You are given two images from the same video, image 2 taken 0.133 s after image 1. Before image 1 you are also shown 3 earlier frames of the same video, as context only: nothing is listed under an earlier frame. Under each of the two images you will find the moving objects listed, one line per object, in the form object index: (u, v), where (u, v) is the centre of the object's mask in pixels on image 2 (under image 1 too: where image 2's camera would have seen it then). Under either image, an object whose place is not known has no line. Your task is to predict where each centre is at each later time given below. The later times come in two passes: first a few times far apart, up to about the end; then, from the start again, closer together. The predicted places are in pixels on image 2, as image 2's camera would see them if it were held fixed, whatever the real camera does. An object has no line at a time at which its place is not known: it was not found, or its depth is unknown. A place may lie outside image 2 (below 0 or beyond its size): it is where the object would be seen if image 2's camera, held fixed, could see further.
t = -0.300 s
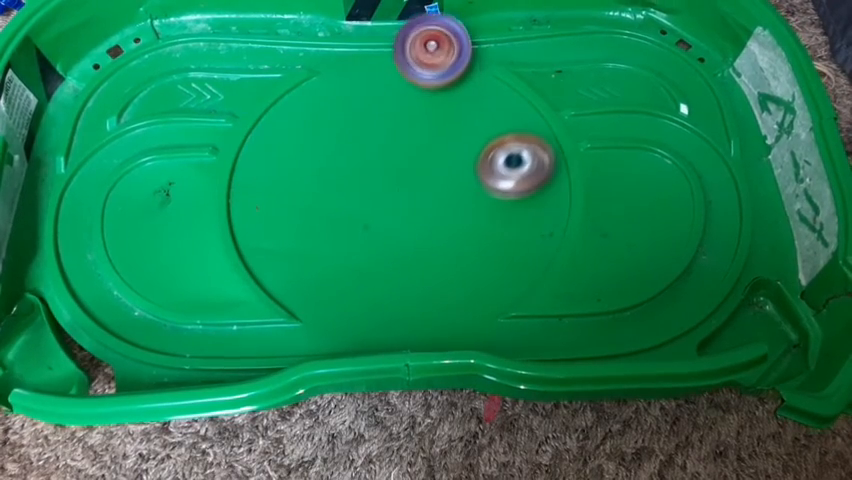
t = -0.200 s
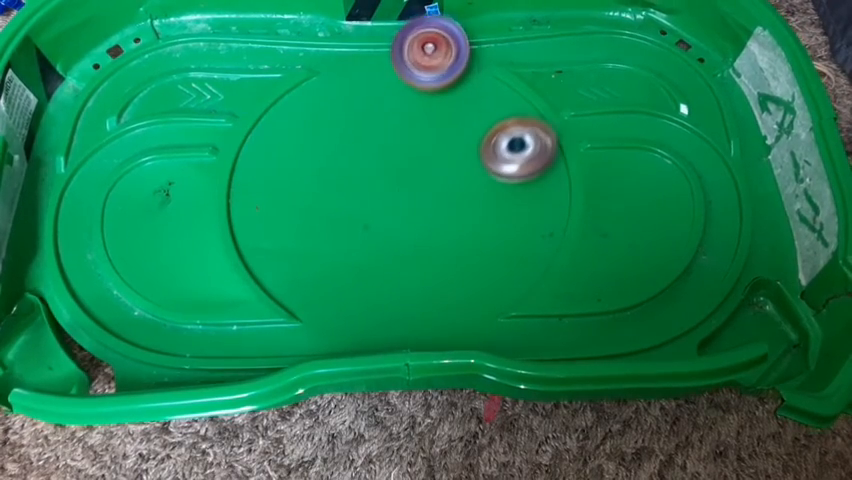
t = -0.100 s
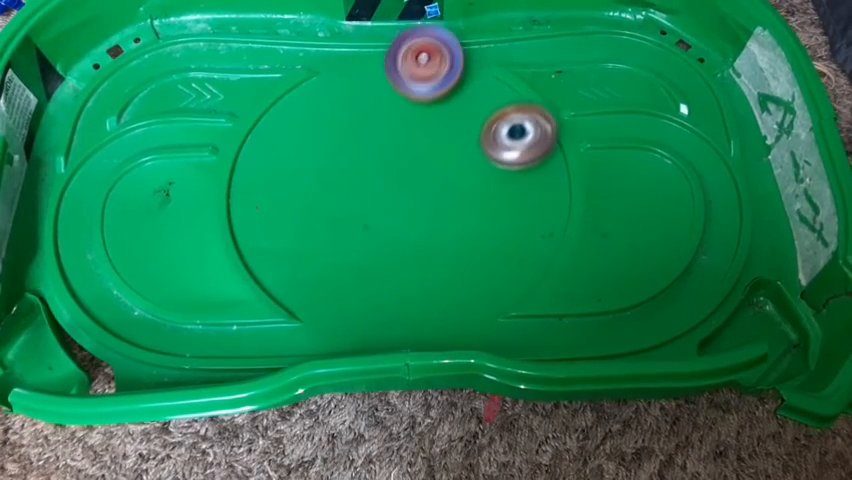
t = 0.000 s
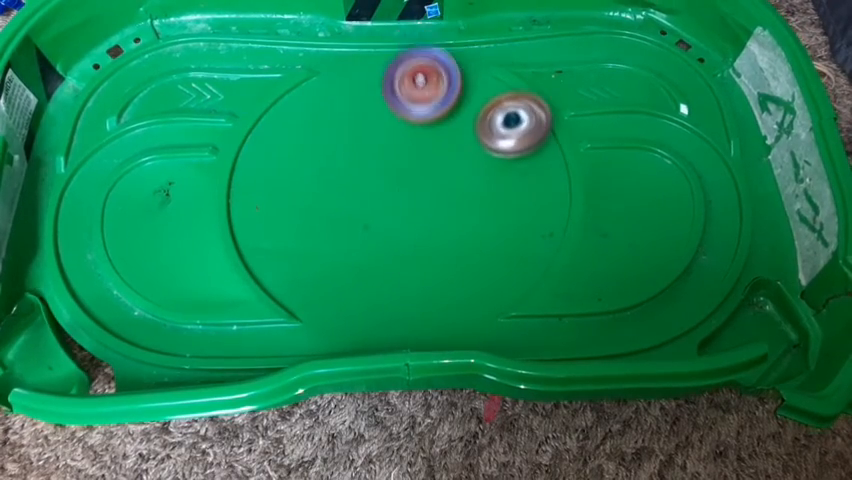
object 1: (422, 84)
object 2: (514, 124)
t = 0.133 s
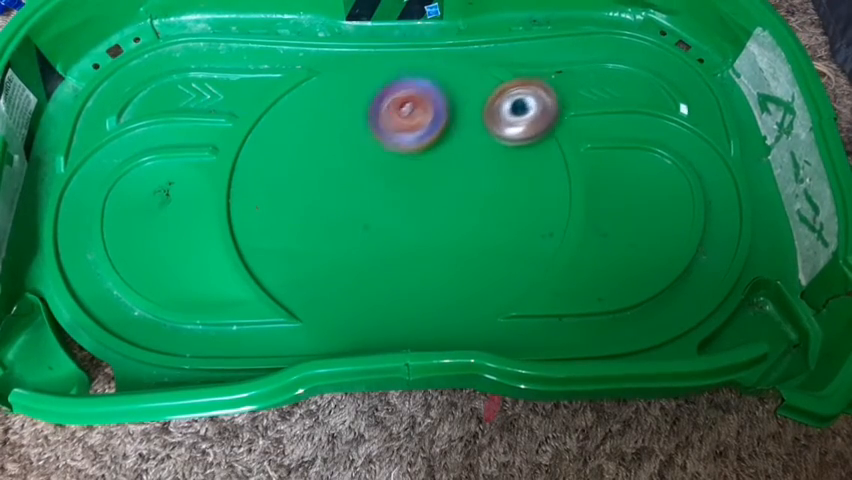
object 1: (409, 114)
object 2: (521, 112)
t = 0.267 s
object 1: (395, 147)
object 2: (527, 107)
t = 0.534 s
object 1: (409, 222)
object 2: (478, 111)
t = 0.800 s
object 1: (464, 251)
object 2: (416, 98)
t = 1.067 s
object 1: (499, 196)
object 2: (373, 93)
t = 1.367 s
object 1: (424, 143)
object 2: (331, 107)
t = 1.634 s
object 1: (401, 183)
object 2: (289, 108)
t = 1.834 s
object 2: (276, 130)
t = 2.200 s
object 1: (442, 208)
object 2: (312, 178)
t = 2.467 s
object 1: (429, 160)
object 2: (360, 221)
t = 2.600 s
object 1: (411, 149)
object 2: (387, 237)
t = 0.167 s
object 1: (402, 123)
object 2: (526, 111)
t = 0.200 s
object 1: (398, 132)
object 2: (528, 109)
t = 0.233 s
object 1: (395, 139)
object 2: (528, 108)
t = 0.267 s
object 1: (395, 147)
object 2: (527, 107)
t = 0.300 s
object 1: (395, 154)
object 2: (524, 107)
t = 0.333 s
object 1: (397, 162)
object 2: (520, 107)
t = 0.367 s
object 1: (400, 171)
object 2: (515, 107)
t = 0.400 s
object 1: (401, 181)
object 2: (509, 108)
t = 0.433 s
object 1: (402, 192)
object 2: (502, 109)
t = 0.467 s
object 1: (404, 202)
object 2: (494, 110)
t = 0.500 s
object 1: (406, 212)
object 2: (486, 111)
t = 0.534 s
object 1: (409, 222)
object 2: (478, 111)
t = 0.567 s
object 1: (413, 230)
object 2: (469, 110)
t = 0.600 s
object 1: (418, 238)
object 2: (461, 109)
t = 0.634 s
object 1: (425, 244)
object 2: (453, 108)
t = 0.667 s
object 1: (432, 248)
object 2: (445, 106)
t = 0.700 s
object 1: (440, 251)
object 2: (437, 104)
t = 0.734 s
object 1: (448, 253)
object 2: (430, 102)
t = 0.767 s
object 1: (456, 252)
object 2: (423, 100)
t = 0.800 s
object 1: (464, 251)
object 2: (416, 98)
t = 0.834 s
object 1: (471, 248)
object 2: (410, 97)
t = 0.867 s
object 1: (479, 244)
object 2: (403, 96)
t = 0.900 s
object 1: (485, 239)
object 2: (397, 95)
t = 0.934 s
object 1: (491, 233)
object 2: (392, 95)
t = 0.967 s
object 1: (495, 225)
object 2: (387, 94)
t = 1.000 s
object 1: (498, 216)
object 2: (382, 93)
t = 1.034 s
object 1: (500, 206)
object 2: (377, 93)
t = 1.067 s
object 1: (499, 196)
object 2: (373, 93)
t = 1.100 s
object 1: (495, 185)
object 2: (369, 93)
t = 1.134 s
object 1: (490, 176)
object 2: (365, 94)
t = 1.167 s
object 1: (482, 167)
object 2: (362, 95)
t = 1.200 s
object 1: (472, 159)
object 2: (358, 97)
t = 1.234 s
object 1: (461, 152)
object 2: (355, 100)
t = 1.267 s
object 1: (449, 146)
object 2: (353, 103)
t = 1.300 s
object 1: (437, 142)
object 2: (349, 106)
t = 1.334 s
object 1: (425, 140)
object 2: (346, 109)
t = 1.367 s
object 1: (424, 143)
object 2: (331, 107)
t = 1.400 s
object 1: (424, 147)
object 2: (315, 103)
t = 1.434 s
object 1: (421, 150)
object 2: (301, 99)
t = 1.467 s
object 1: (418, 154)
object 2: (291, 94)
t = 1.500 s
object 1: (415, 159)
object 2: (285, 92)
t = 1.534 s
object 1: (411, 165)
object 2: (287, 95)
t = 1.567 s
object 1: (408, 171)
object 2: (289, 99)
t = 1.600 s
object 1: (405, 177)
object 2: (290, 104)
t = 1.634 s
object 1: (401, 183)
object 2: (289, 108)
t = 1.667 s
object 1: (397, 188)
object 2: (287, 112)
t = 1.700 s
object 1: (395, 193)
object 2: (284, 116)
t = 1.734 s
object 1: (392, 197)
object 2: (282, 119)
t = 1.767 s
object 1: (390, 201)
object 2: (280, 123)
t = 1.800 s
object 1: (387, 205)
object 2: (278, 127)
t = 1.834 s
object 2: (276, 130)
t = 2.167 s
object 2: (305, 173)
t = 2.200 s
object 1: (442, 208)
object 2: (312, 178)
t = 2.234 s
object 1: (444, 201)
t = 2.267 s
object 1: (444, 194)
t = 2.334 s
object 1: (442, 181)
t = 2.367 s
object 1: (440, 175)
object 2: (342, 206)
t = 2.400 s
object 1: (437, 169)
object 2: (348, 211)
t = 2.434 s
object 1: (433, 164)
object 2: (354, 216)
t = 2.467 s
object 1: (429, 160)
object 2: (360, 221)
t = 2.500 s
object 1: (425, 157)
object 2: (366, 225)
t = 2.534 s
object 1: (420, 154)
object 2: (373, 230)
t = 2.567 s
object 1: (416, 151)
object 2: (379, 233)
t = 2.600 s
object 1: (411, 149)
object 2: (387, 237)
